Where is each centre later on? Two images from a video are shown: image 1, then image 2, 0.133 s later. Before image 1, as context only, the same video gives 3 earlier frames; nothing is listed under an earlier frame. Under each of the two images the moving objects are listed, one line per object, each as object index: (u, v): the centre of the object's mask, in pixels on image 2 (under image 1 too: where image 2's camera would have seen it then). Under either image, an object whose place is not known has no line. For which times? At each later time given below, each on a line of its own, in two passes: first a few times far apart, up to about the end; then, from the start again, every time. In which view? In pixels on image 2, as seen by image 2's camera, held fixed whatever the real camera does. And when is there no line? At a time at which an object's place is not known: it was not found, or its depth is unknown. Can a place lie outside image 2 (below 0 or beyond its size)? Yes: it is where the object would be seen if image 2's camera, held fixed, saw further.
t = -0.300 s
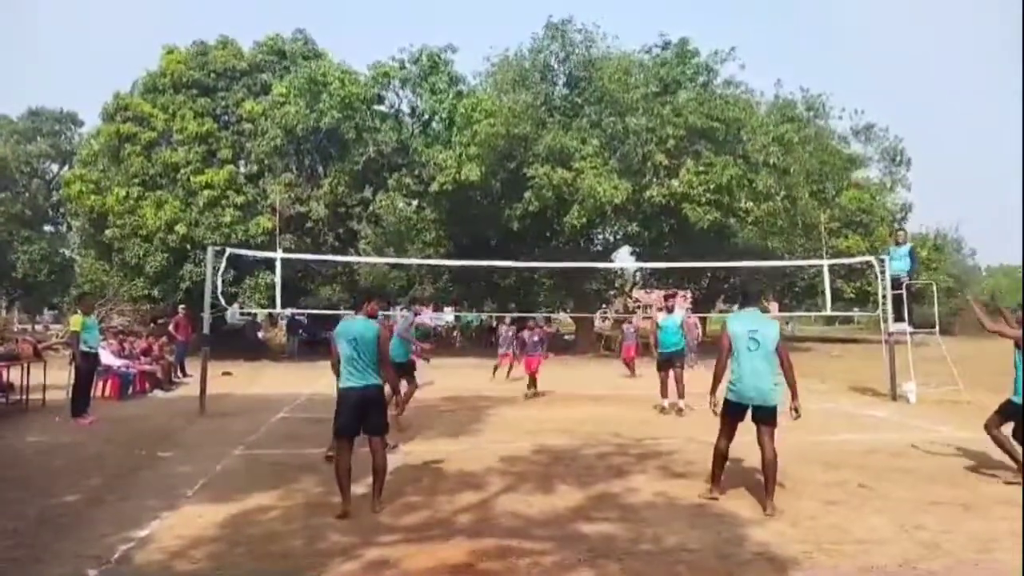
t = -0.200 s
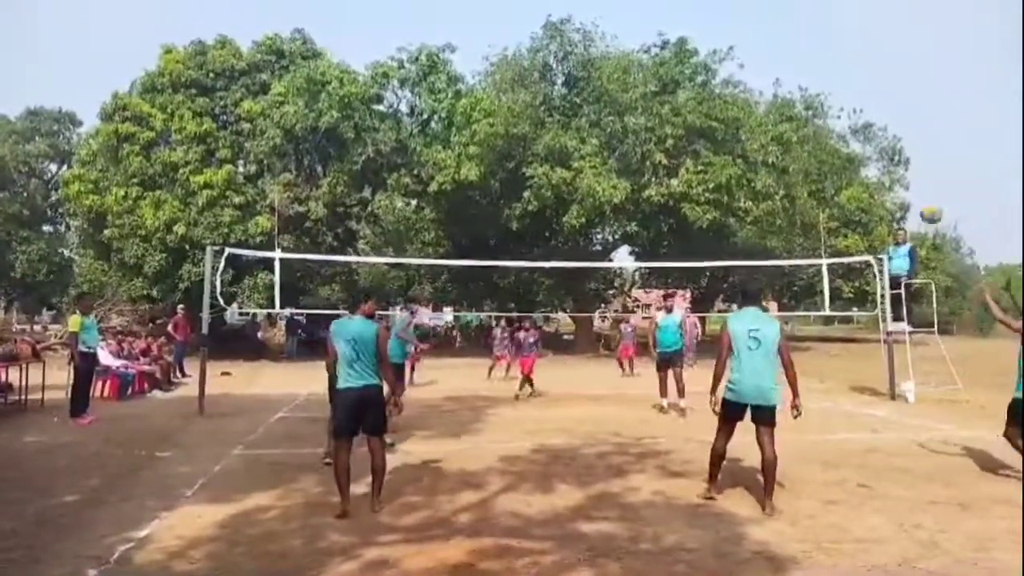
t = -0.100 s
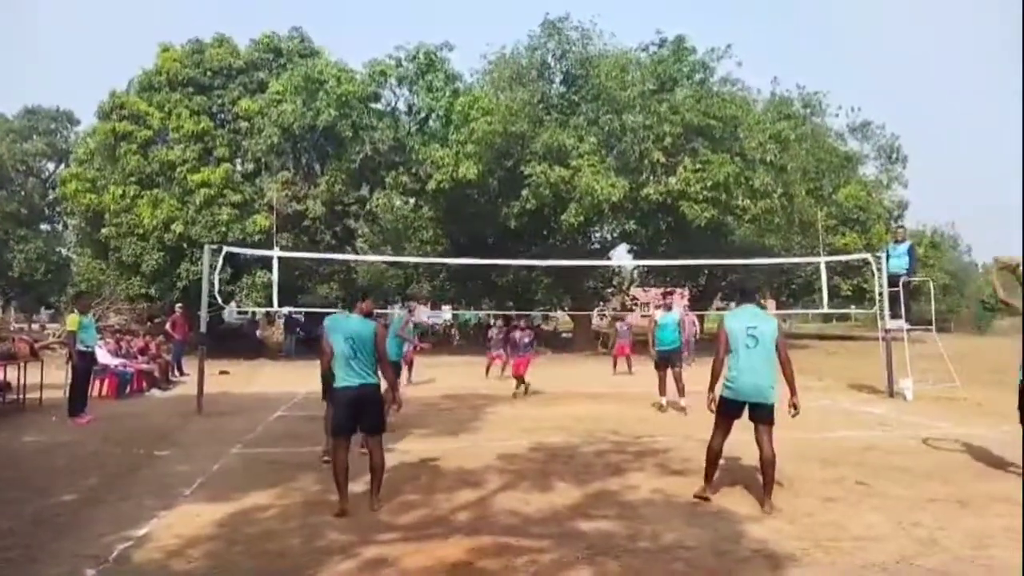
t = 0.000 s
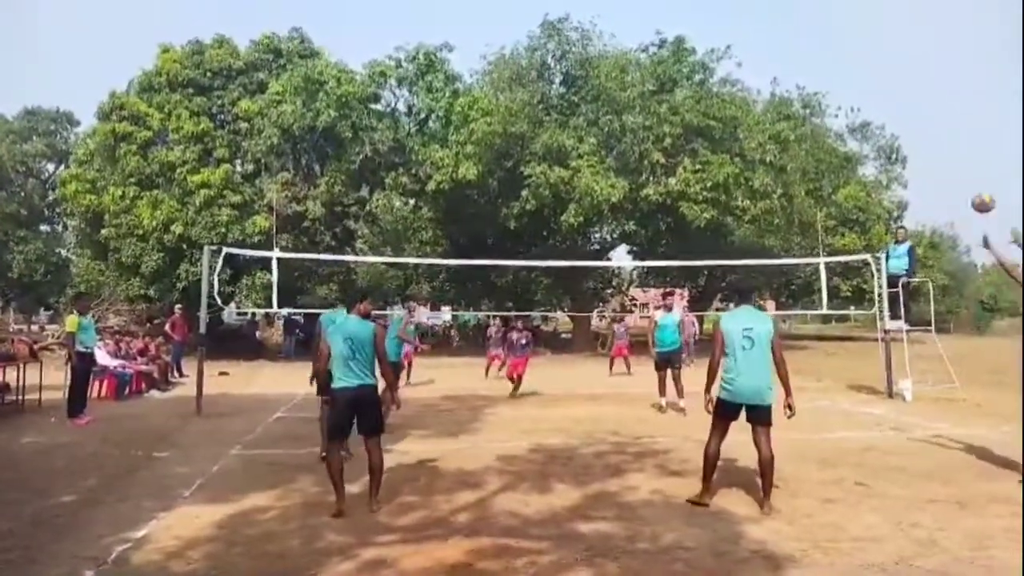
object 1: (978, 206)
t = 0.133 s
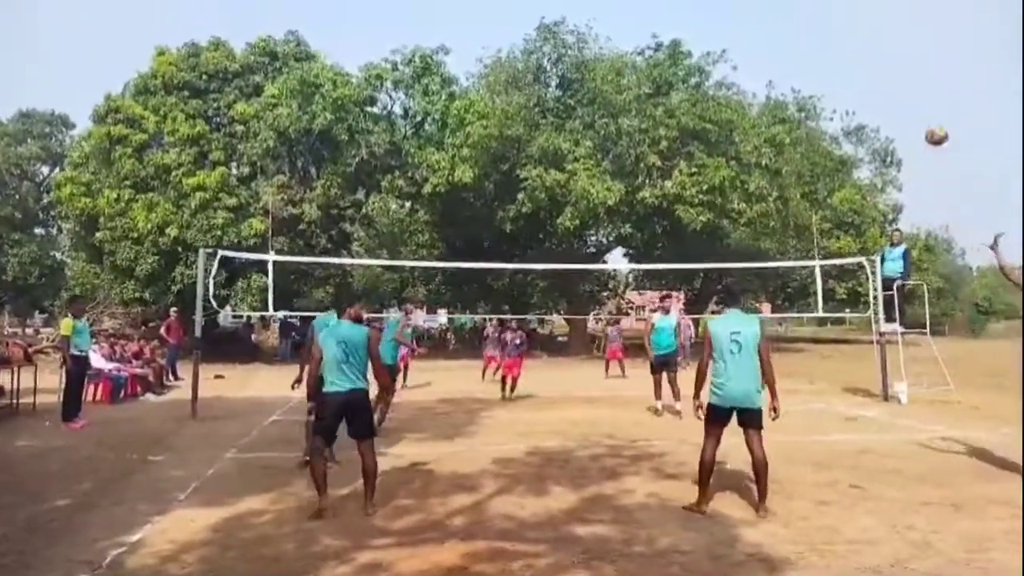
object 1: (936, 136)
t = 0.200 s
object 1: (916, 110)
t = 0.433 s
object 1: (859, 62)
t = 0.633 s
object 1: (818, 65)
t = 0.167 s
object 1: (926, 122)
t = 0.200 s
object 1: (916, 110)
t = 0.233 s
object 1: (907, 99)
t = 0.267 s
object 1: (899, 91)
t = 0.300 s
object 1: (890, 82)
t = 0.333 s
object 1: (881, 75)
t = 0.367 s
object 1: (874, 69)
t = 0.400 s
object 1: (866, 66)
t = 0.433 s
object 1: (859, 62)
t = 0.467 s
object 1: (852, 60)
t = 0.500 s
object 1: (845, 60)
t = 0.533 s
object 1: (838, 60)
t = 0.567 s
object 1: (831, 60)
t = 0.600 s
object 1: (824, 63)
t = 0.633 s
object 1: (818, 65)
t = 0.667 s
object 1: (812, 69)
